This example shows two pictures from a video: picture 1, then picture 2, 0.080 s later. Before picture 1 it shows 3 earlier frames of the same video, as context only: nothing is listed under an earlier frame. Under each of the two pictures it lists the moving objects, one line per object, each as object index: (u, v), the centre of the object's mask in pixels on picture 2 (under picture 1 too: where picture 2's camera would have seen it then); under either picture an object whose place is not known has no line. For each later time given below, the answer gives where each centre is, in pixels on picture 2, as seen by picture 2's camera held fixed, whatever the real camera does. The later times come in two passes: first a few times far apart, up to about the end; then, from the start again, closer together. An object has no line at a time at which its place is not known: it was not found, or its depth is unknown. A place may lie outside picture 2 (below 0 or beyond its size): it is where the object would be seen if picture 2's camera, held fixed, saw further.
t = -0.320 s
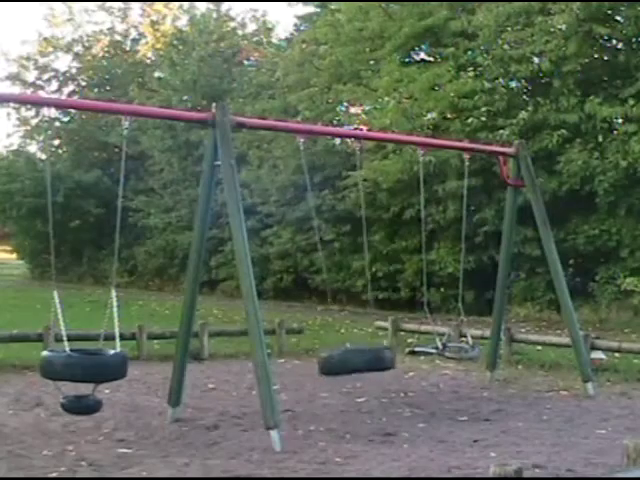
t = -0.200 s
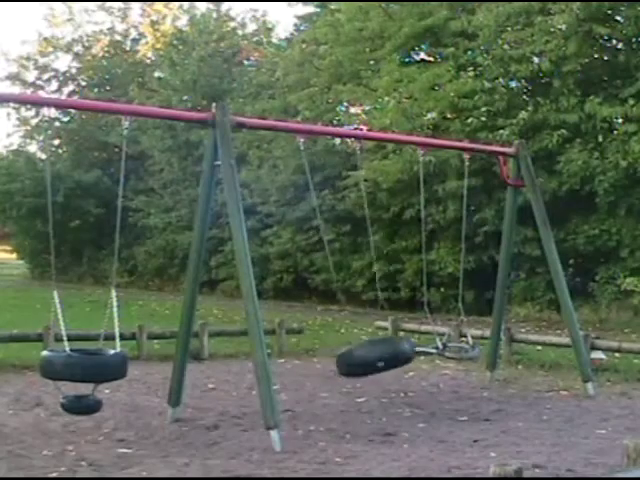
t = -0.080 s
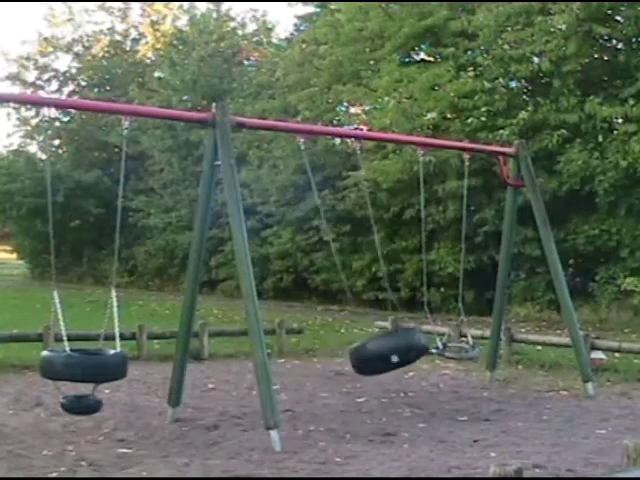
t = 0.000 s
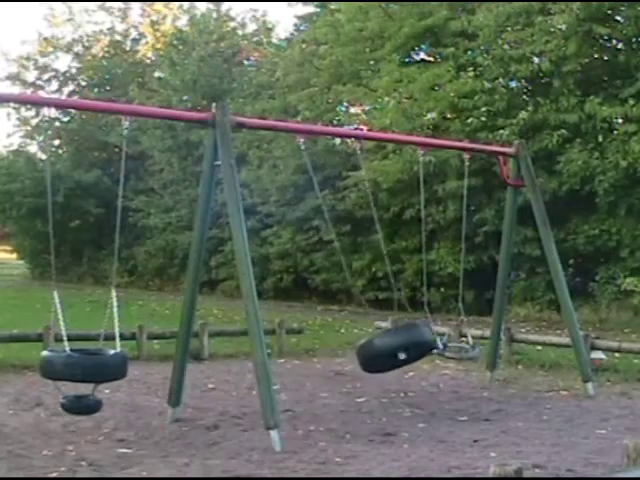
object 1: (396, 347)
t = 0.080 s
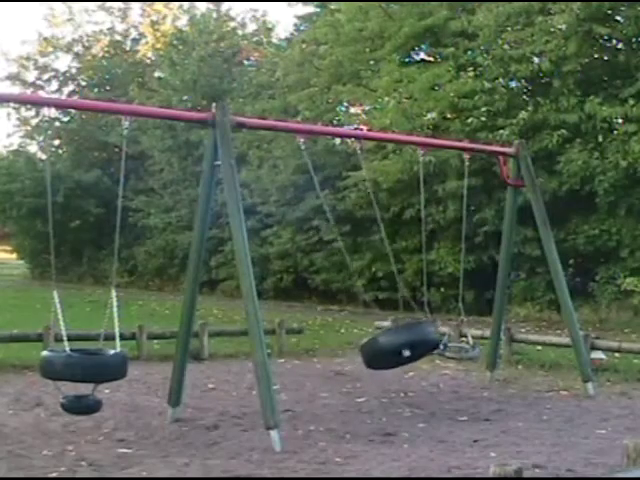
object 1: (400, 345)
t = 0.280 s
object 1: (401, 344)
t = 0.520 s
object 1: (382, 353)
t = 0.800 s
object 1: (342, 362)
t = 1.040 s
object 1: (304, 355)
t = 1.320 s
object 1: (283, 338)
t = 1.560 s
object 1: (271, 331)
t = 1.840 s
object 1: (286, 339)
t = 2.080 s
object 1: (304, 353)
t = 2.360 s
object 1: (347, 362)
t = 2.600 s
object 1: (379, 355)
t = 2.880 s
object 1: (398, 346)
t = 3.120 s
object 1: (392, 349)
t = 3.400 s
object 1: (360, 360)
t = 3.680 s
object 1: (318, 360)
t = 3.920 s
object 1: (292, 347)
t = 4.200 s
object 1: (282, 334)
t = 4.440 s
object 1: (283, 335)
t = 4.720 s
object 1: (297, 349)
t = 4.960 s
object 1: (326, 361)
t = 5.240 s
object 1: (366, 358)
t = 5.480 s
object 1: (389, 350)
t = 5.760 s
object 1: (393, 348)
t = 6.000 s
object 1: (375, 356)
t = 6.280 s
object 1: (339, 363)
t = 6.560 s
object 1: (301, 353)
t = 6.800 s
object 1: (286, 340)
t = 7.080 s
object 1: (283, 335)
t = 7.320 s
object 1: (289, 343)
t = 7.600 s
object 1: (313, 357)
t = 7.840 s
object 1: (346, 362)
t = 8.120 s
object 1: (378, 355)
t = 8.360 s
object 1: (391, 348)
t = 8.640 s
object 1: (382, 353)
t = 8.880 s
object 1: (356, 361)
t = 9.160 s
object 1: (317, 360)
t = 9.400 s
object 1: (294, 348)
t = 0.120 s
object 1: (401, 344)
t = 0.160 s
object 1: (402, 343)
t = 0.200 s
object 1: (402, 343)
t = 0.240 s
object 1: (402, 344)
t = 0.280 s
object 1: (401, 344)
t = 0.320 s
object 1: (400, 345)
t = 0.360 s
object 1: (398, 346)
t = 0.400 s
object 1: (394, 348)
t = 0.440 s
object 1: (390, 349)
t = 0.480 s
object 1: (387, 351)
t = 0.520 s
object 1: (382, 353)
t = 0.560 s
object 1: (377, 355)
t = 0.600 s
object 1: (371, 357)
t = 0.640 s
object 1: (367, 359)
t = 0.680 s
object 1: (360, 360)
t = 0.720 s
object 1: (354, 362)
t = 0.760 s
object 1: (349, 362)
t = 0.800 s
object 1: (342, 362)
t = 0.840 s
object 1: (333, 361)
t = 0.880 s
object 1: (327, 361)
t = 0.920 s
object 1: (321, 360)
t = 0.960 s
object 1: (314, 358)
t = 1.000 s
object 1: (309, 357)
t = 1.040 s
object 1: (304, 355)
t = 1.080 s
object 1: (300, 353)
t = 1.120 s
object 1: (296, 349)
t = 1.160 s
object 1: (293, 347)
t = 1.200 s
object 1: (289, 344)
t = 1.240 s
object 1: (287, 342)
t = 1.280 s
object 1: (285, 340)
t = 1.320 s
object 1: (283, 338)
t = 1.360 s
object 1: (282, 336)
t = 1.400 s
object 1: (281, 334)
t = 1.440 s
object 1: (273, 333)
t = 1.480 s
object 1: (272, 332)
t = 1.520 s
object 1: (271, 331)
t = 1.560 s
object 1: (271, 331)
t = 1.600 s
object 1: (271, 331)
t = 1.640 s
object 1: (272, 331)
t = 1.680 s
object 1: (273, 332)
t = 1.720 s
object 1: (275, 334)
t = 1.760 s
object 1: (282, 336)
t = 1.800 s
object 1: (284, 338)
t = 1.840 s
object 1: (286, 339)
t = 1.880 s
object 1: (288, 342)
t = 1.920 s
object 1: (290, 344)
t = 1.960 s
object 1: (293, 346)
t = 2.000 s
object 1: (296, 348)
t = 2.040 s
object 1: (301, 352)
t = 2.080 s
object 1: (304, 353)
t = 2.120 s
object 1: (310, 355)
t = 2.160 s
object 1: (317, 358)
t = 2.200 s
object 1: (322, 360)
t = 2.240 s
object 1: (328, 361)
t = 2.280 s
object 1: (334, 361)
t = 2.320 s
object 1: (341, 361)
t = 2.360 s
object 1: (347, 362)
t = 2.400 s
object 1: (354, 360)
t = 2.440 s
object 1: (359, 360)
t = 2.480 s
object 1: (364, 359)
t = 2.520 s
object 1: (370, 358)
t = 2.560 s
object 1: (375, 356)
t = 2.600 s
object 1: (379, 355)
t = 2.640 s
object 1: (382, 355)
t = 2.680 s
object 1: (388, 351)
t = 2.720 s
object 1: (391, 349)
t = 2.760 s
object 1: (394, 348)
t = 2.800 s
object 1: (396, 347)
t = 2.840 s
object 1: (398, 346)
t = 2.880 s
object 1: (398, 346)
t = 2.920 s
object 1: (398, 345)
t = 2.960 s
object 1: (398, 345)
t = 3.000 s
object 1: (398, 346)
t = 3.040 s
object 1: (397, 347)
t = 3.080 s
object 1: (395, 348)
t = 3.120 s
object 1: (392, 349)
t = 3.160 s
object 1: (388, 351)
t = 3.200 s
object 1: (385, 352)
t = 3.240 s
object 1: (380, 354)
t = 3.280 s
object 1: (376, 356)
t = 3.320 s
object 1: (371, 357)
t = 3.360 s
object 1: (367, 359)
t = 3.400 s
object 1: (360, 360)
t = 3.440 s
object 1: (355, 361)
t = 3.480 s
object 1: (349, 362)
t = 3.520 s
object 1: (343, 363)
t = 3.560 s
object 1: (337, 363)
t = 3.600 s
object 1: (331, 363)
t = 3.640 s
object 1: (325, 363)
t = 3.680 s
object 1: (318, 360)
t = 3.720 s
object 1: (312, 358)
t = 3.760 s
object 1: (306, 356)
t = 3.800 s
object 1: (302, 355)
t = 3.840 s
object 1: (299, 353)
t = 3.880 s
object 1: (295, 350)
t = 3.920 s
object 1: (292, 347)
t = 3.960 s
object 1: (290, 344)
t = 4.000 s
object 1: (287, 342)
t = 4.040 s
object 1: (286, 340)
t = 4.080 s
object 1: (284, 338)
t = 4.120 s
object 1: (283, 336)
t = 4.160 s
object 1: (282, 335)
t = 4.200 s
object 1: (282, 334)
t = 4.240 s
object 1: (281, 334)
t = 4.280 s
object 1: (281, 333)
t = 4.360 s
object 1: (282, 334)
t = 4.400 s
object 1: (282, 334)
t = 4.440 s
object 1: (283, 335)
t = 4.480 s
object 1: (284, 337)
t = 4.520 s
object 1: (285, 338)
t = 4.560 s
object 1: (287, 340)
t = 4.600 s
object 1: (289, 342)
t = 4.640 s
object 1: (291, 344)
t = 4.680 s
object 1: (294, 347)
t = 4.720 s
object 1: (297, 349)
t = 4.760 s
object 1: (300, 350)
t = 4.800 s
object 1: (304, 353)
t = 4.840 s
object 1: (309, 355)
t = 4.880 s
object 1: (315, 358)
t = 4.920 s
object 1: (320, 359)
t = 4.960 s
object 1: (326, 361)
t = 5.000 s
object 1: (332, 361)
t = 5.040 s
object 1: (339, 361)
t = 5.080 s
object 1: (344, 362)
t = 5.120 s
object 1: (349, 362)
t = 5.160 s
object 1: (354, 360)
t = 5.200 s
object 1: (361, 359)
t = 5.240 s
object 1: (366, 358)
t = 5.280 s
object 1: (371, 357)
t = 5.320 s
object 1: (375, 355)
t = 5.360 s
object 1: (379, 355)
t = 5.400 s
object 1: (382, 353)
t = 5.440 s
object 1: (386, 351)
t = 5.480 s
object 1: (389, 350)
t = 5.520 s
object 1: (391, 349)
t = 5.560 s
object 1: (393, 348)
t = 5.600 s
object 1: (394, 347)
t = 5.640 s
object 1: (395, 347)
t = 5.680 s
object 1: (395, 347)
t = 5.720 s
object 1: (394, 347)
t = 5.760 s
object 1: (393, 348)
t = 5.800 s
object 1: (391, 349)
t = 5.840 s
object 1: (389, 350)
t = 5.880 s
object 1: (386, 351)
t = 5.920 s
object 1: (383, 352)
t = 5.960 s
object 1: (379, 354)
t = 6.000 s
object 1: (375, 356)
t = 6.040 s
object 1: (371, 356)
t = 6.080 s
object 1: (367, 358)
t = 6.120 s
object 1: (359, 360)
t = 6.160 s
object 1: (356, 360)
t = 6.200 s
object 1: (350, 362)
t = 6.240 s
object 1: (345, 363)
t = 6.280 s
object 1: (339, 363)
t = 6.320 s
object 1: (333, 363)
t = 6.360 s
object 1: (326, 361)
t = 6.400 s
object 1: (321, 360)
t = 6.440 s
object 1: (315, 359)
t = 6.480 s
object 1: (309, 357)
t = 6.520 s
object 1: (305, 355)
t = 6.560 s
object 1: (301, 353)
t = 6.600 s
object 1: (298, 351)
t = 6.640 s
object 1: (295, 349)
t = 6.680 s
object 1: (292, 346)
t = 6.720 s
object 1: (290, 344)
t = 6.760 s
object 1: (288, 342)
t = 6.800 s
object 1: (286, 340)
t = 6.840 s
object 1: (285, 338)
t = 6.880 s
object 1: (284, 337)
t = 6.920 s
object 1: (283, 336)
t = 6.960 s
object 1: (283, 335)
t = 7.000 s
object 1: (282, 335)
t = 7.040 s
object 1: (282, 334)
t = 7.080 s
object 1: (283, 335)
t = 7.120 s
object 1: (283, 335)
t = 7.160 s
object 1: (284, 336)
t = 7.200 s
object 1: (285, 338)
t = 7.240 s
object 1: (286, 339)
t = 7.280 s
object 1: (287, 341)
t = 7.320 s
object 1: (289, 343)
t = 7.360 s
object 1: (291, 345)
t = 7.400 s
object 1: (294, 347)
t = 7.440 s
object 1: (296, 348)
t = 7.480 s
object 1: (299, 350)
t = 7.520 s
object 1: (303, 353)
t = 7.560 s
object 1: (309, 355)
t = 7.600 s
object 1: (313, 357)
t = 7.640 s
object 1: (319, 359)
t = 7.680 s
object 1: (324, 360)
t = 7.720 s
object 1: (330, 360)
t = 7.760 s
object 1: (336, 361)
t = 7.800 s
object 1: (341, 362)
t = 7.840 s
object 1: (346, 362)
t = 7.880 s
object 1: (351, 361)
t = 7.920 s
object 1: (356, 360)
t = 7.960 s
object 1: (362, 359)
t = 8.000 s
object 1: (366, 359)
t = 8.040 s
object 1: (371, 357)
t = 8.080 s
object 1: (375, 356)
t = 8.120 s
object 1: (378, 355)
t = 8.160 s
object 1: (382, 353)
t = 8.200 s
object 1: (385, 352)
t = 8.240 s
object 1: (387, 350)
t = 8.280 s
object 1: (390, 349)
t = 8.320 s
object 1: (391, 349)
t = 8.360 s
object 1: (391, 348)
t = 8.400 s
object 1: (391, 348)
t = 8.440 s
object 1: (391, 348)
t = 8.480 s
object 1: (391, 349)
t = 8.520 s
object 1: (389, 350)
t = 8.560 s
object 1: (387, 351)
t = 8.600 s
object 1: (384, 352)
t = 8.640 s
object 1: (382, 353)
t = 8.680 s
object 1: (378, 355)
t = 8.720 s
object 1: (375, 355)
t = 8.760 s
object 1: (371, 357)
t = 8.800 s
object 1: (367, 358)
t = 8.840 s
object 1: (361, 360)
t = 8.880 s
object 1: (356, 361)
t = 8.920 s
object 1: (351, 362)
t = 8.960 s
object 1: (346, 362)
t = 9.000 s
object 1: (341, 363)
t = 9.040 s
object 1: (335, 363)
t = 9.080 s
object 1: (330, 363)
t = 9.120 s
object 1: (324, 362)
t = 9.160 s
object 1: (317, 360)
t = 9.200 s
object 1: (313, 358)
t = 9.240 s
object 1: (307, 356)
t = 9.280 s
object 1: (303, 354)
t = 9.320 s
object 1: (300, 352)
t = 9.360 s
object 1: (297, 350)
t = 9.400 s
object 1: (294, 348)
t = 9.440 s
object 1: (291, 345)
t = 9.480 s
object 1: (290, 343)
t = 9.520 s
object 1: (288, 342)
